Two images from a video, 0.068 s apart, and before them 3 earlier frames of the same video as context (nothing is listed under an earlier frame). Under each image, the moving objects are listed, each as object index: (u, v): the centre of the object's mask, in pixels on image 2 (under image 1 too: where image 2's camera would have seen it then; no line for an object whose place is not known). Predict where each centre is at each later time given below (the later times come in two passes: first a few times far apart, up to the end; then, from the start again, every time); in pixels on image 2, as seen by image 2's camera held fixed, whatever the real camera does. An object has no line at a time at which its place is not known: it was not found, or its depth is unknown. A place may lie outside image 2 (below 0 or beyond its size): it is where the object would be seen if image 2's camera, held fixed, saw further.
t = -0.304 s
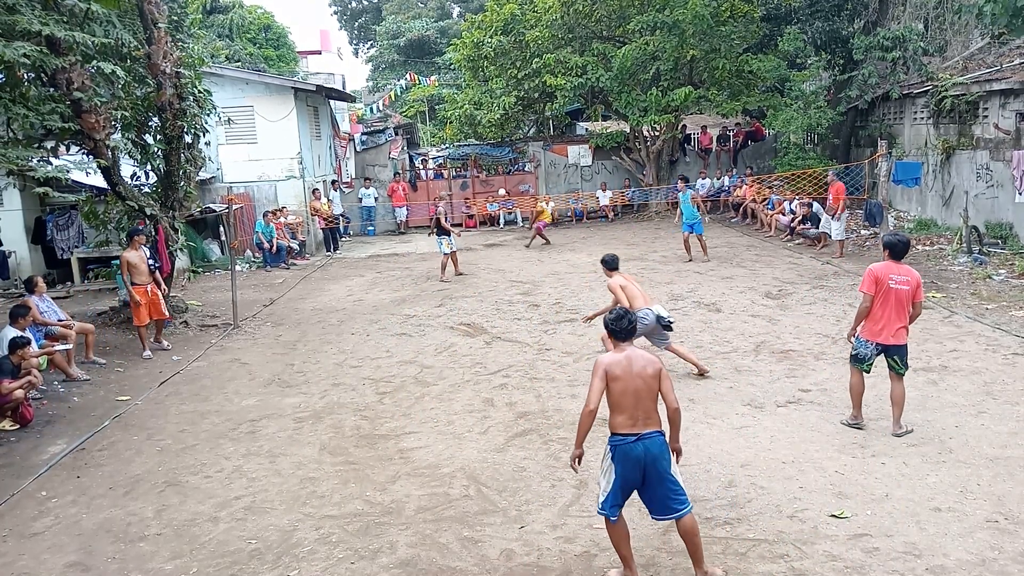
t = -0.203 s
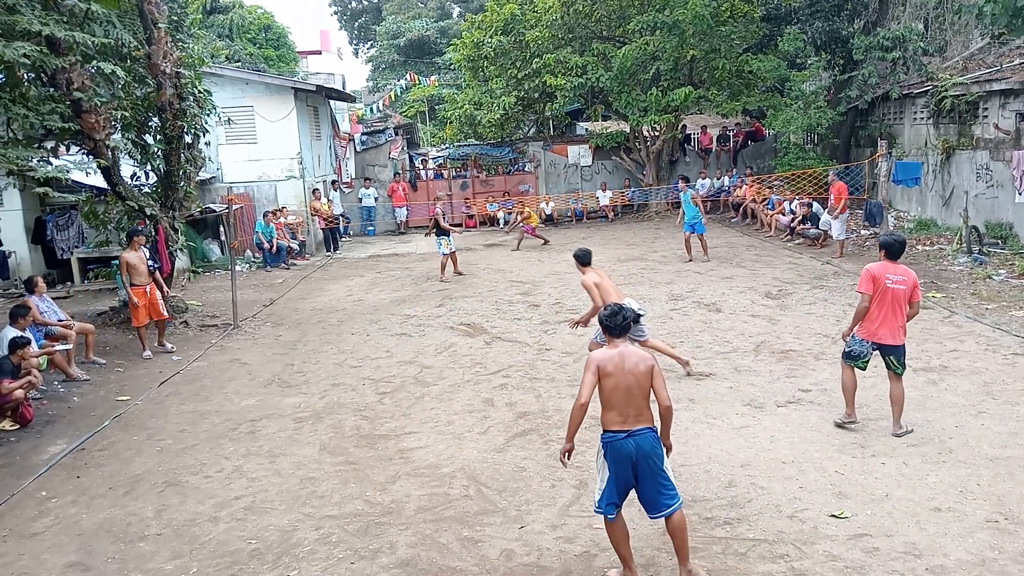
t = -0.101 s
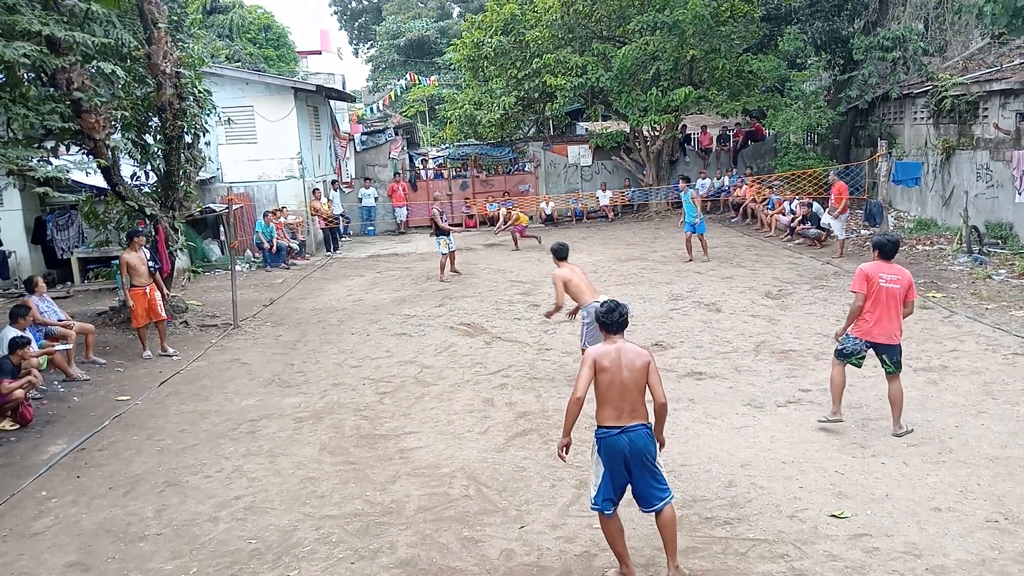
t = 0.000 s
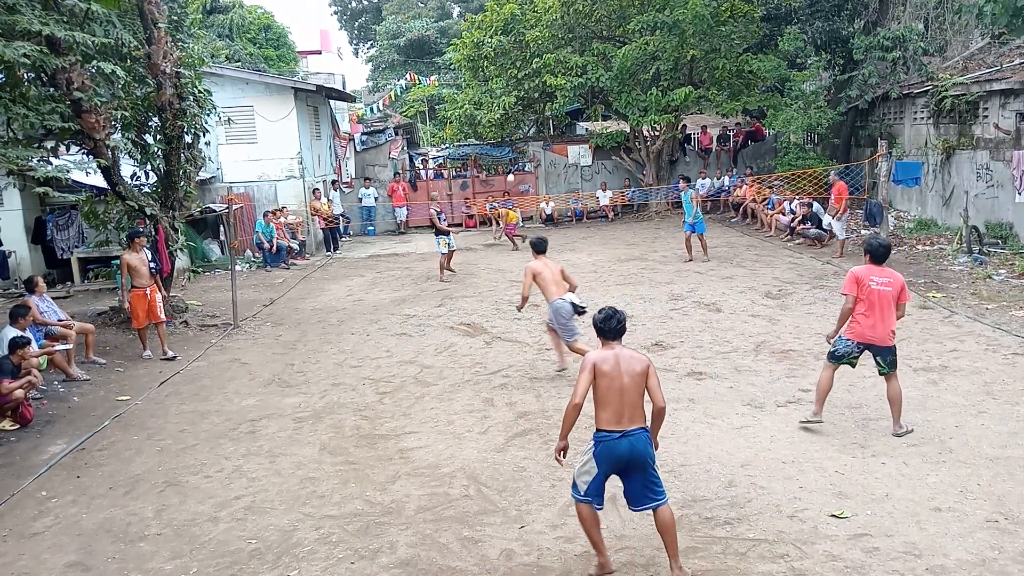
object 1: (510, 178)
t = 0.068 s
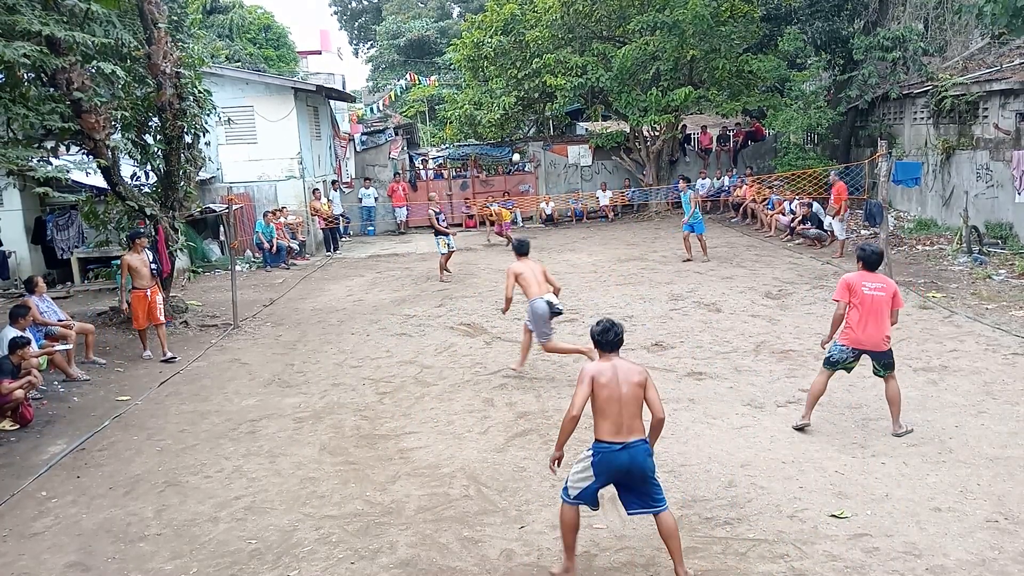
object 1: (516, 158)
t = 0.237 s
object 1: (533, 111)
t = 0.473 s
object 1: (563, 61)
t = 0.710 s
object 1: (603, 37)
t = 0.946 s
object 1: (653, 46)
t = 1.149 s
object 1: (704, 90)
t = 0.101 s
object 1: (519, 148)
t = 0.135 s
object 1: (522, 138)
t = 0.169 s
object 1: (525, 129)
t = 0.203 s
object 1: (529, 120)
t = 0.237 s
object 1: (533, 111)
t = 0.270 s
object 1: (537, 103)
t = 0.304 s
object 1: (541, 94)
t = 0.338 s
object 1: (545, 87)
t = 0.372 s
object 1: (549, 80)
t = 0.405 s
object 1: (554, 73)
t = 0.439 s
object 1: (559, 67)
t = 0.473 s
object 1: (563, 61)
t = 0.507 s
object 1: (568, 56)
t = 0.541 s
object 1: (574, 51)
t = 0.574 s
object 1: (579, 47)
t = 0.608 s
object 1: (585, 44)
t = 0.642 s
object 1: (591, 41)
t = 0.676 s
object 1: (596, 38)
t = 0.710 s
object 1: (603, 37)
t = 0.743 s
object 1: (609, 36)
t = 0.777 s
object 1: (616, 36)
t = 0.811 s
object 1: (623, 37)
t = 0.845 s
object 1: (630, 37)
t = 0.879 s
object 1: (637, 40)
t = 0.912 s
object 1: (645, 42)
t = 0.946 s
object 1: (653, 46)
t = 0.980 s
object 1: (661, 51)
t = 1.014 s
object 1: (669, 57)
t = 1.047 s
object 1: (678, 63)
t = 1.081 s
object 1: (686, 71)
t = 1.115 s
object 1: (695, 80)
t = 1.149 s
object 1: (704, 90)
